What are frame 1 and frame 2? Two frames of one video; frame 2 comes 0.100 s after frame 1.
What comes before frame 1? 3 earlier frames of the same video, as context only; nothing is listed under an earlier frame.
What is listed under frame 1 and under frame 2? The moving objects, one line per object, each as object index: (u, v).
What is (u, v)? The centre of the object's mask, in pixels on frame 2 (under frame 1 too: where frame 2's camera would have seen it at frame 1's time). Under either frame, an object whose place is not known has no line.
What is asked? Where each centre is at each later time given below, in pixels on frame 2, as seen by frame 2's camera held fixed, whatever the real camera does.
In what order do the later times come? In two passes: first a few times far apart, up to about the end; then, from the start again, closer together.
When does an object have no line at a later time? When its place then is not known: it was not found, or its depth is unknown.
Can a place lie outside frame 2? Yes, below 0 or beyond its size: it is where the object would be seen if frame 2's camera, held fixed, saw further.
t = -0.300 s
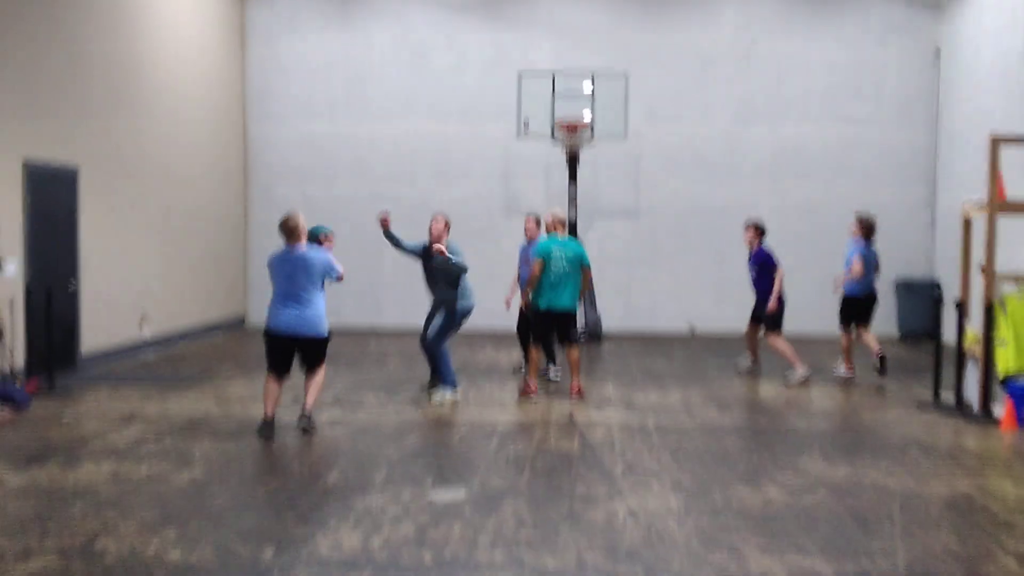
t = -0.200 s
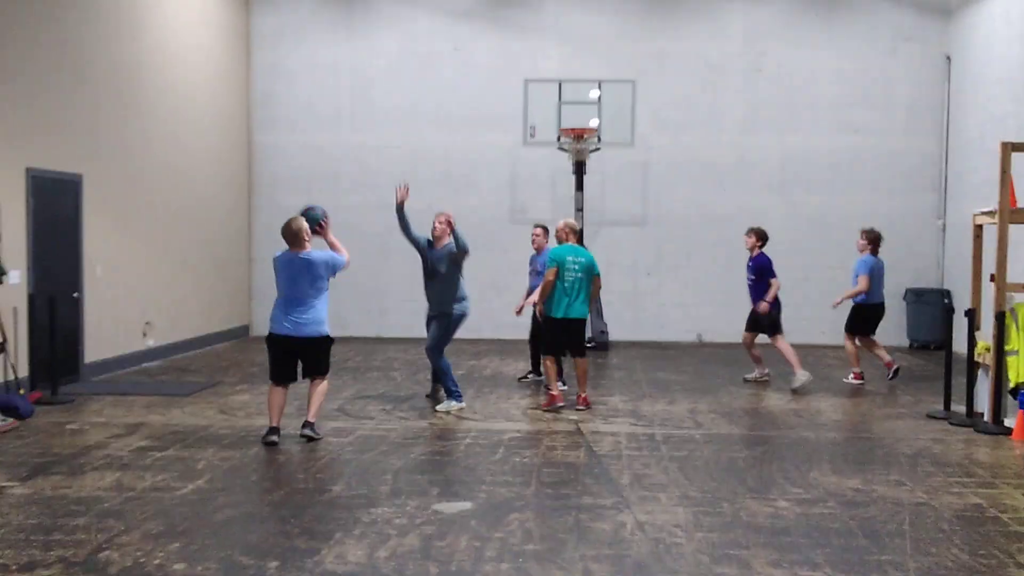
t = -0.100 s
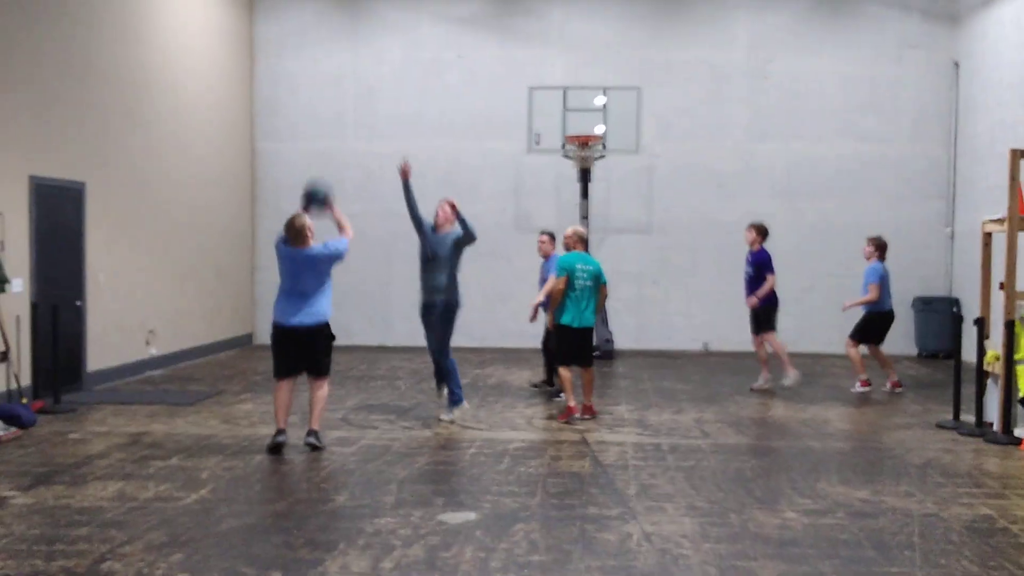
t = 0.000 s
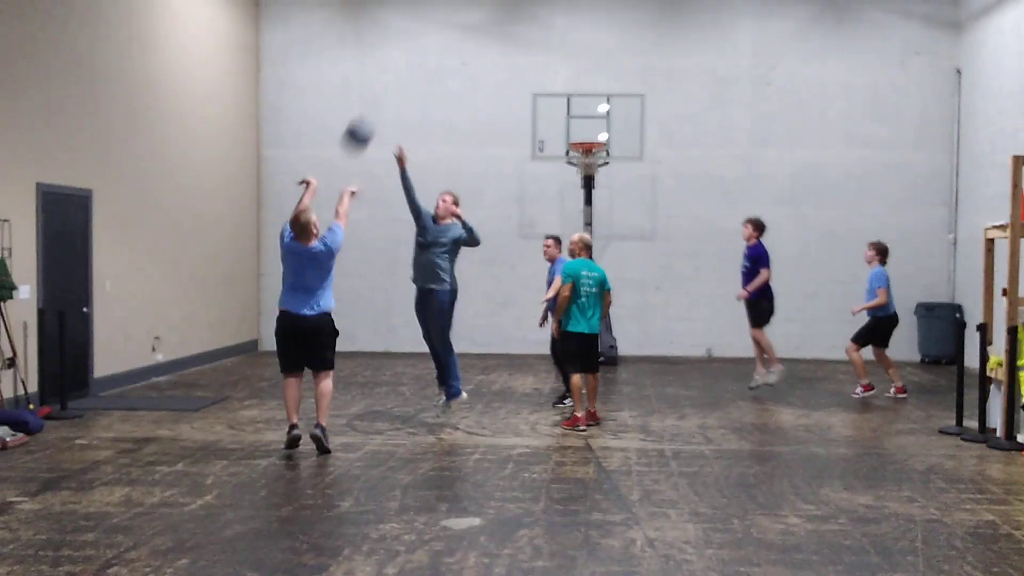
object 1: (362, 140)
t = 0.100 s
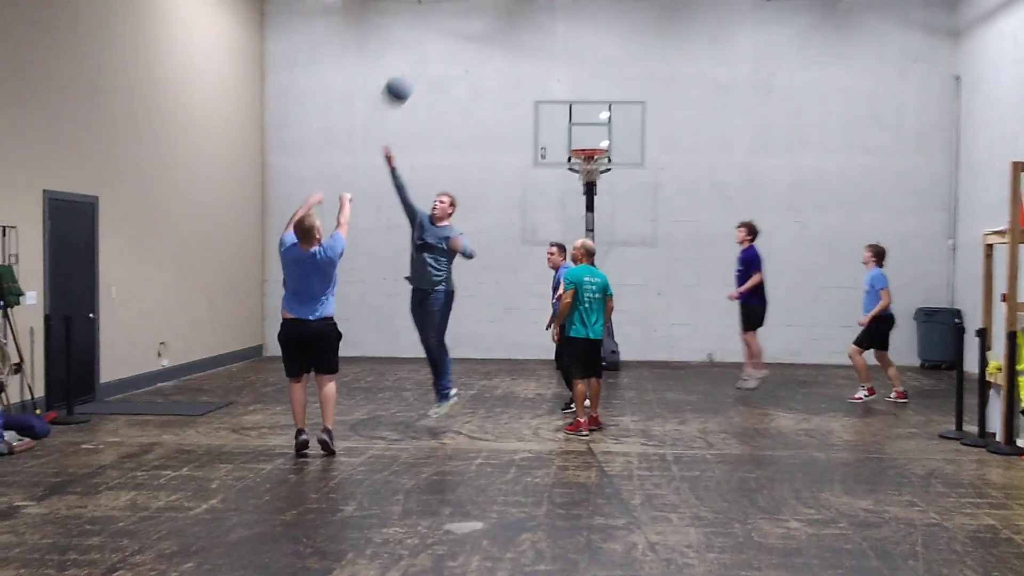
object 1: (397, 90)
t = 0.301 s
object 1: (456, 34)
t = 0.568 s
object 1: (518, 28)
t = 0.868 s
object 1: (571, 92)
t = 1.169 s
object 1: (611, 197)
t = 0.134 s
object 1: (408, 77)
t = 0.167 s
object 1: (419, 65)
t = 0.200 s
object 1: (428, 55)
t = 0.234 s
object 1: (438, 46)
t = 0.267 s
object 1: (447, 39)
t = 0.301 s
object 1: (456, 34)
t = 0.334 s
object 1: (465, 29)
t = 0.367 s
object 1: (473, 25)
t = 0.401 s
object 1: (481, 22)
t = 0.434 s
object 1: (489, 21)
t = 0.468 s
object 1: (497, 22)
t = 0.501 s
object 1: (504, 23)
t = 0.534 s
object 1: (511, 25)
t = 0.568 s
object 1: (518, 28)
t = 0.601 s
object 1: (525, 32)
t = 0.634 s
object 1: (531, 36)
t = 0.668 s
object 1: (537, 42)
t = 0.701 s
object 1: (543, 49)
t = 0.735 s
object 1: (549, 56)
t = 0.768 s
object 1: (554, 64)
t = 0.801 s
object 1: (560, 73)
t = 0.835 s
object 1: (565, 82)
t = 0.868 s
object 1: (571, 92)
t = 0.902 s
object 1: (576, 102)
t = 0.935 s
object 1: (580, 114)
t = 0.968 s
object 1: (585, 125)
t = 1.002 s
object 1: (590, 138)
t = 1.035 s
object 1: (595, 151)
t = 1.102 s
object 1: (602, 172)
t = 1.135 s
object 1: (606, 184)
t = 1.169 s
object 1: (611, 197)
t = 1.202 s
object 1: (615, 211)
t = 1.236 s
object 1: (619, 224)
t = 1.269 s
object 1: (624, 240)
